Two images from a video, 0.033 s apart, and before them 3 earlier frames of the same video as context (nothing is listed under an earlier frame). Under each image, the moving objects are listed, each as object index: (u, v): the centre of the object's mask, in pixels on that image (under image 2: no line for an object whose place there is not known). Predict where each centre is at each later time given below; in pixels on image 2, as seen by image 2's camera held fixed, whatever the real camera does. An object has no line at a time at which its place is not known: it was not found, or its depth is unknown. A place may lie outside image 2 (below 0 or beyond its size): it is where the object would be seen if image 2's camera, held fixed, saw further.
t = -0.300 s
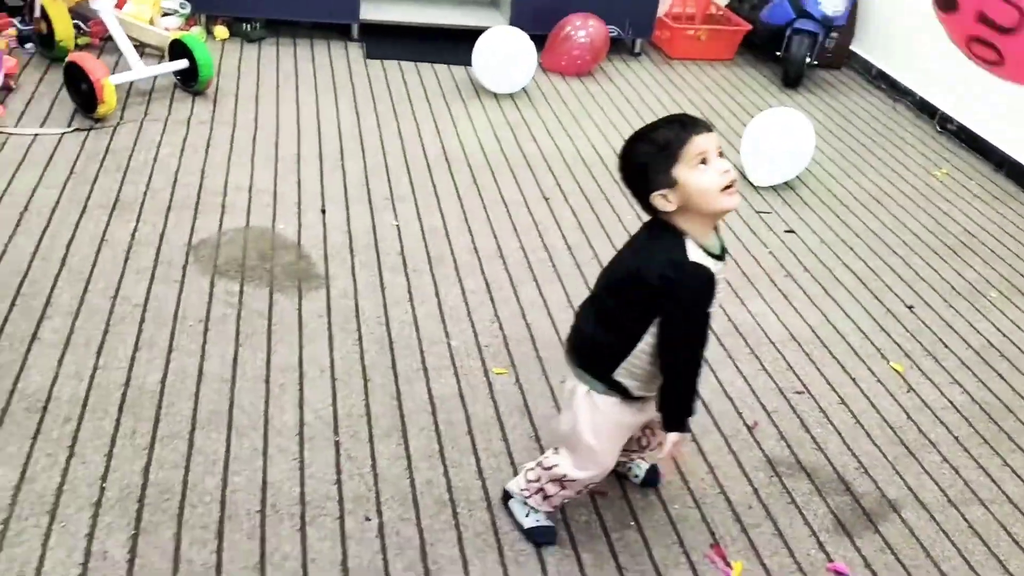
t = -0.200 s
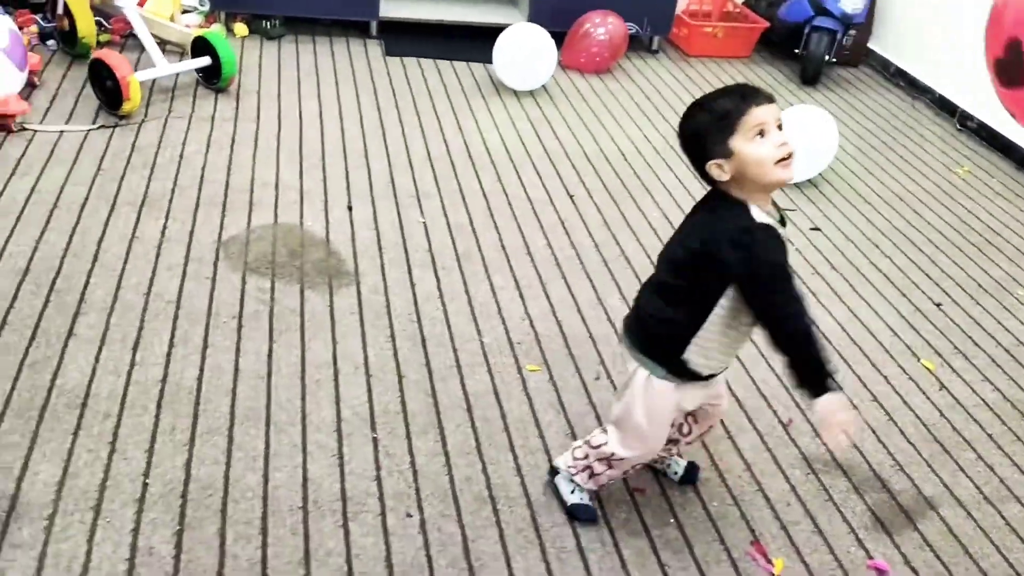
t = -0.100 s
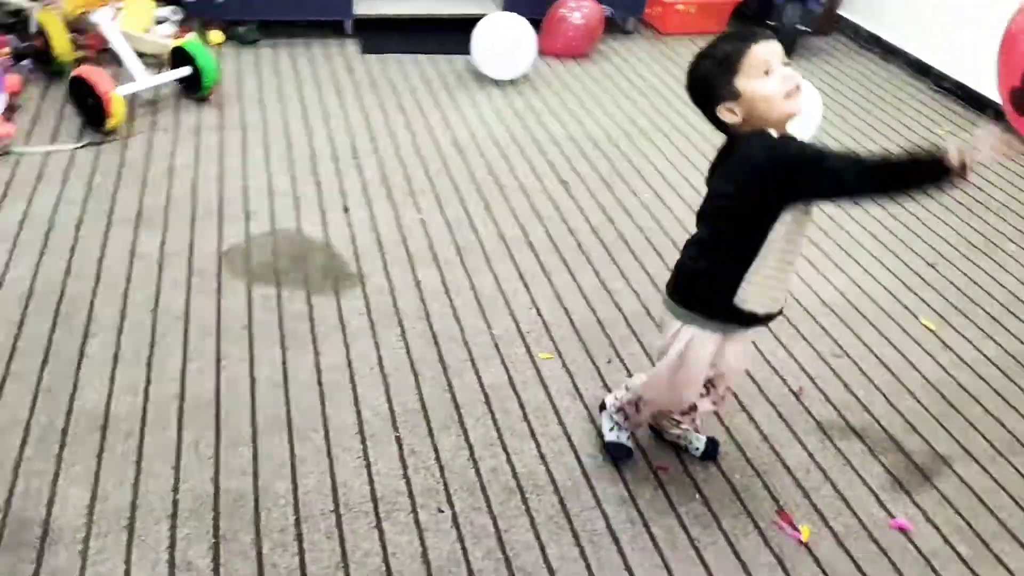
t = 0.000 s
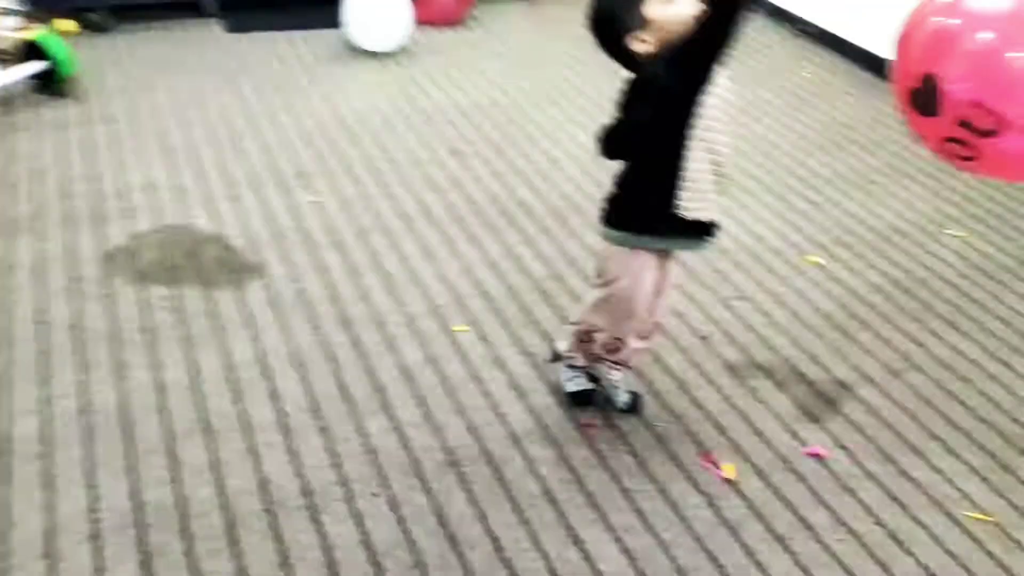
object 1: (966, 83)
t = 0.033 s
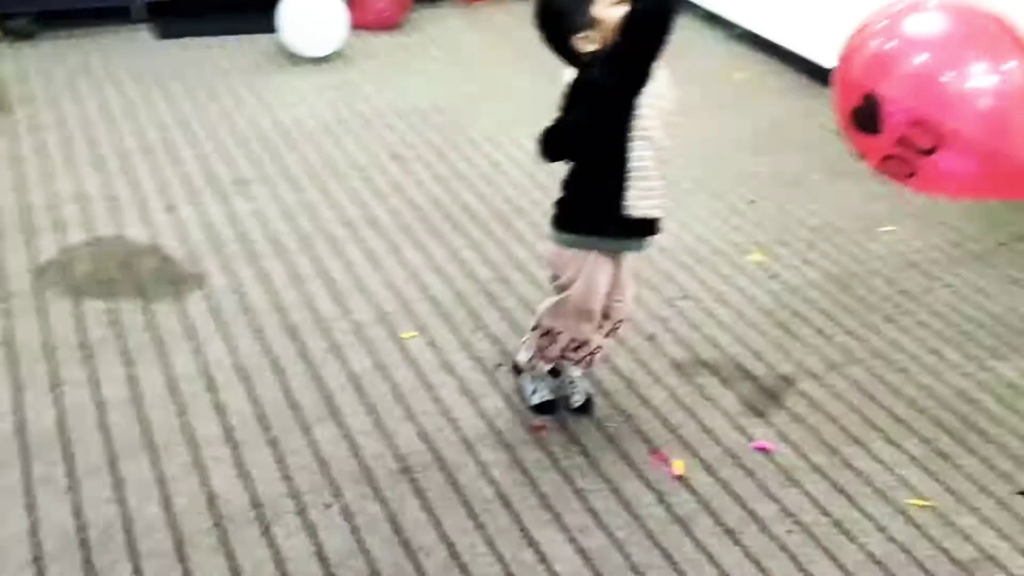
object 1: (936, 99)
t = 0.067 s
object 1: (955, 123)
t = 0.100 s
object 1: (959, 143)
